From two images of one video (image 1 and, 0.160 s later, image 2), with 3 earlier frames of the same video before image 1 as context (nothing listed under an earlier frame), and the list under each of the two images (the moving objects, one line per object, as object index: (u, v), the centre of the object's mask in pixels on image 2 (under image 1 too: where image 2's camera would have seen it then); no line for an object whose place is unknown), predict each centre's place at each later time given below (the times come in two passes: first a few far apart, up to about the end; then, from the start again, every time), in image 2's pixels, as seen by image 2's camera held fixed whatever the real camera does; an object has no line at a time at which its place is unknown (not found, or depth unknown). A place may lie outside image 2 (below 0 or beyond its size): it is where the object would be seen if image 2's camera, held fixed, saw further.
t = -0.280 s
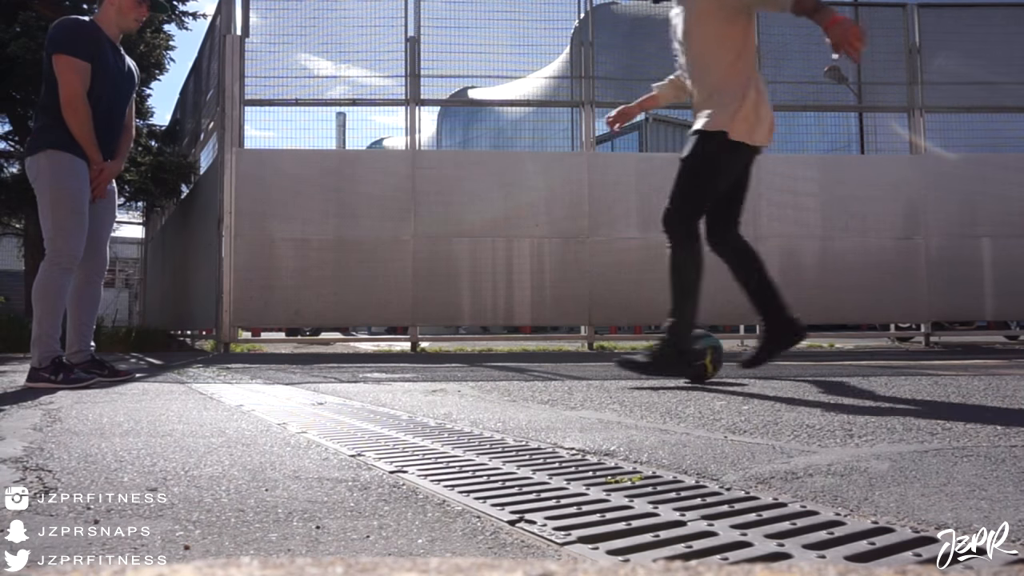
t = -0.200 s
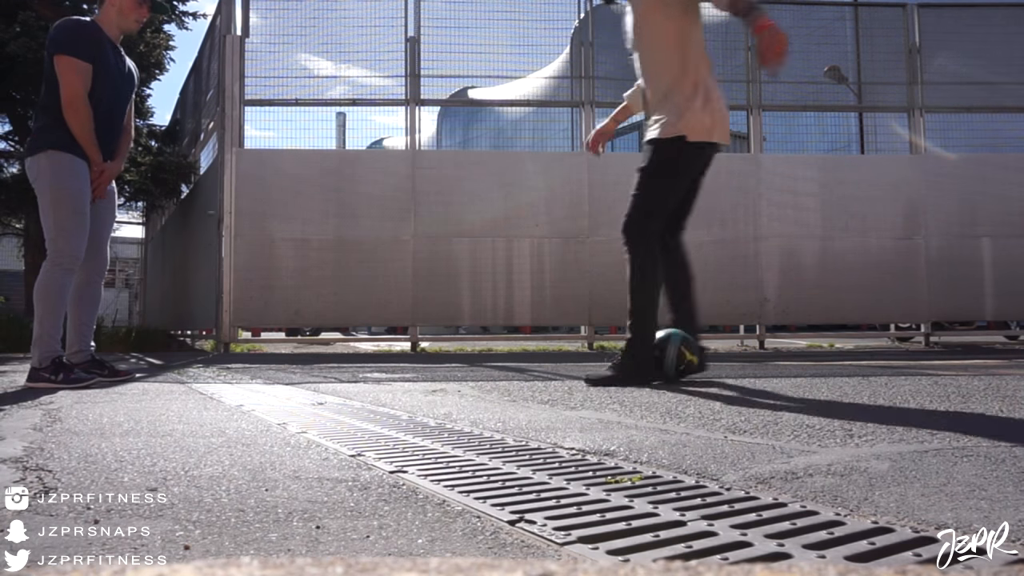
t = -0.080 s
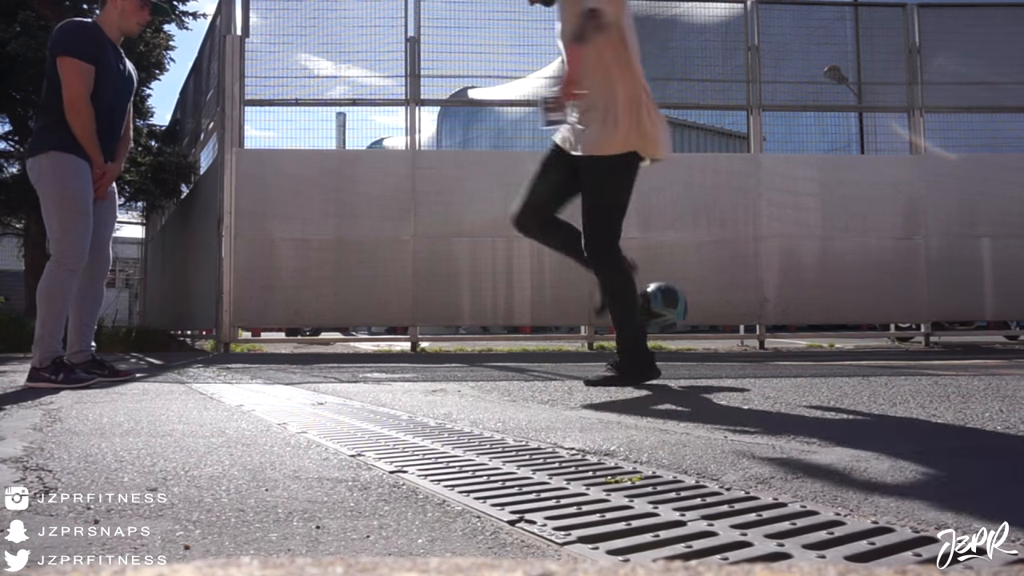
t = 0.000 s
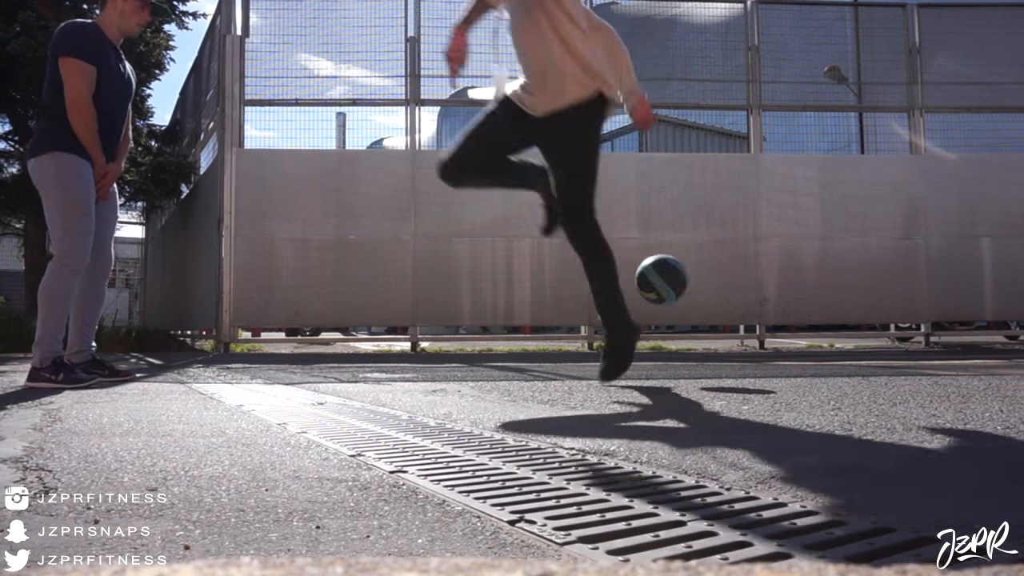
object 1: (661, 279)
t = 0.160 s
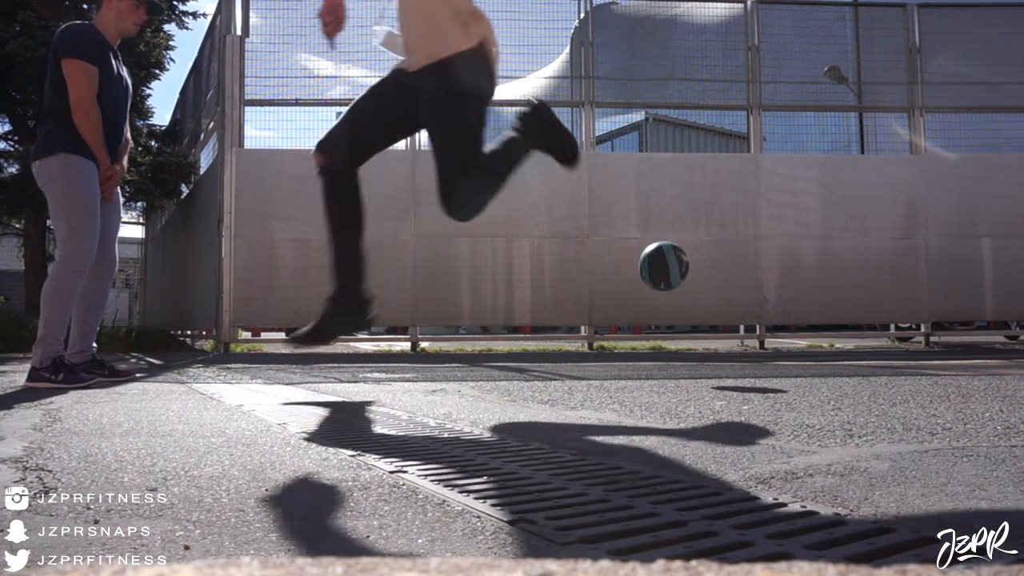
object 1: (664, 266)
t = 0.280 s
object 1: (666, 294)
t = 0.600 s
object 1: (676, 298)
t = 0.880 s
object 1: (692, 355)
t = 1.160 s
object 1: (705, 321)
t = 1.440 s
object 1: (718, 327)
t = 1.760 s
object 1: (732, 338)
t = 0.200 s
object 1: (665, 272)
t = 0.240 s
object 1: (665, 282)
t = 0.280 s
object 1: (666, 294)
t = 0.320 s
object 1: (667, 310)
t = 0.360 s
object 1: (668, 329)
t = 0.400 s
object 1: (669, 352)
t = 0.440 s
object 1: (670, 341)
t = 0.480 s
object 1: (672, 326)
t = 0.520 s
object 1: (673, 313)
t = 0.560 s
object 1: (675, 304)
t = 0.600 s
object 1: (676, 298)
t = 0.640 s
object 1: (678, 296)
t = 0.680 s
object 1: (680, 296)
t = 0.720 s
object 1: (682, 300)
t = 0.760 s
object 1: (684, 308)
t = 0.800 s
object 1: (686, 320)
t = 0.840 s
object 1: (689, 335)
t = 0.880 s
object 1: (692, 355)
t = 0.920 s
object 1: (693, 343)
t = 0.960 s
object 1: (695, 331)
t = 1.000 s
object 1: (697, 322)
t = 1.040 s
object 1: (699, 316)
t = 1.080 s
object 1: (701, 314)
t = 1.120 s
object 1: (703, 316)
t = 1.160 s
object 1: (705, 321)
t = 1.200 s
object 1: (707, 330)
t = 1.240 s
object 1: (710, 344)
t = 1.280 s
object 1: (713, 356)
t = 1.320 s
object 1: (714, 343)
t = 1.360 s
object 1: (715, 334)
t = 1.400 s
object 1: (717, 329)
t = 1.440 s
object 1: (718, 327)
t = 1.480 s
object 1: (720, 329)
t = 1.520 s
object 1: (722, 335)
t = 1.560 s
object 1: (724, 345)
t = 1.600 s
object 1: (726, 357)
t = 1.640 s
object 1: (727, 346)
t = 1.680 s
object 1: (729, 339)
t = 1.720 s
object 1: (731, 337)
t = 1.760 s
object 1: (732, 338)
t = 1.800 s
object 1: (734, 343)
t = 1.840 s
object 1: (737, 352)
